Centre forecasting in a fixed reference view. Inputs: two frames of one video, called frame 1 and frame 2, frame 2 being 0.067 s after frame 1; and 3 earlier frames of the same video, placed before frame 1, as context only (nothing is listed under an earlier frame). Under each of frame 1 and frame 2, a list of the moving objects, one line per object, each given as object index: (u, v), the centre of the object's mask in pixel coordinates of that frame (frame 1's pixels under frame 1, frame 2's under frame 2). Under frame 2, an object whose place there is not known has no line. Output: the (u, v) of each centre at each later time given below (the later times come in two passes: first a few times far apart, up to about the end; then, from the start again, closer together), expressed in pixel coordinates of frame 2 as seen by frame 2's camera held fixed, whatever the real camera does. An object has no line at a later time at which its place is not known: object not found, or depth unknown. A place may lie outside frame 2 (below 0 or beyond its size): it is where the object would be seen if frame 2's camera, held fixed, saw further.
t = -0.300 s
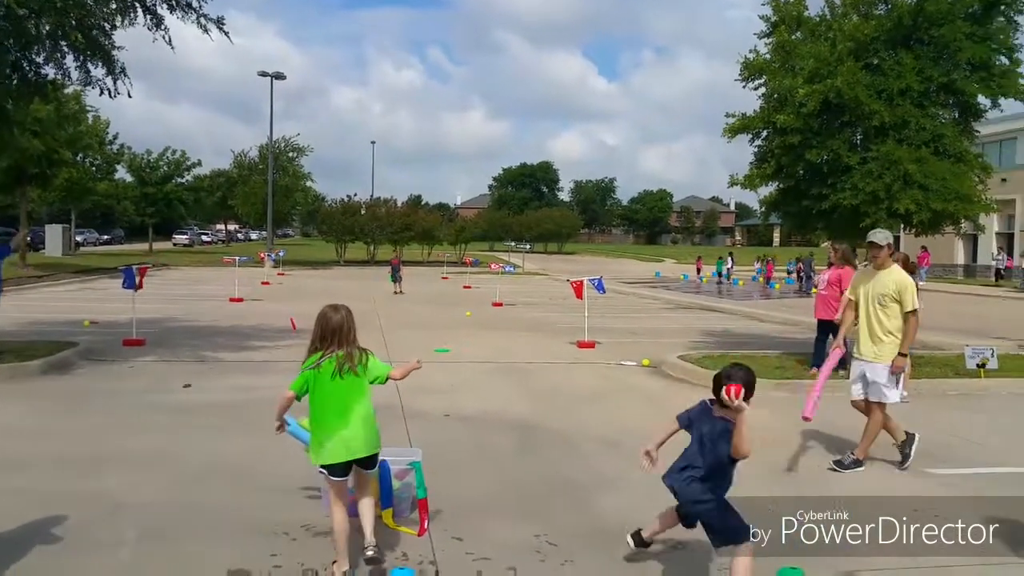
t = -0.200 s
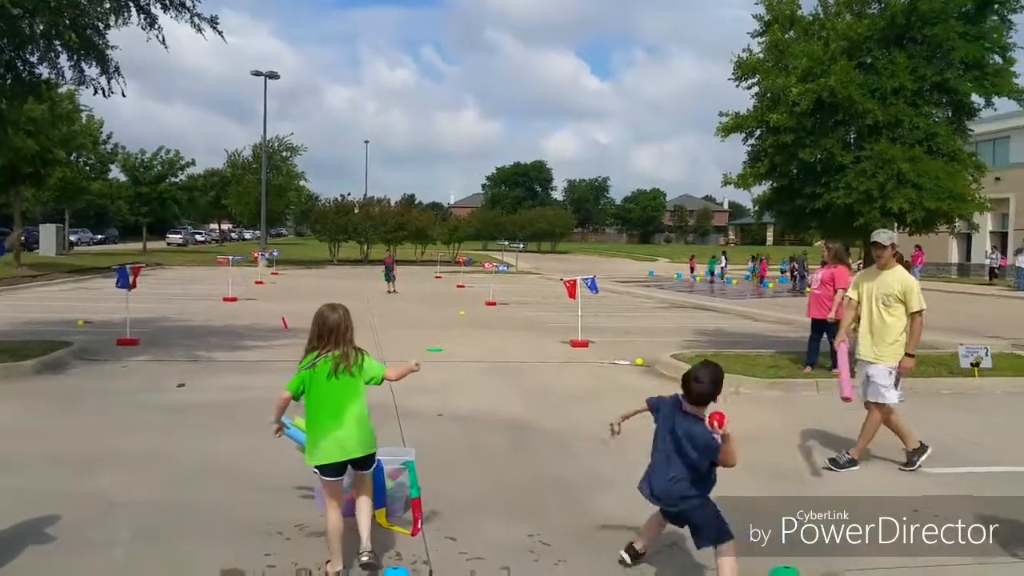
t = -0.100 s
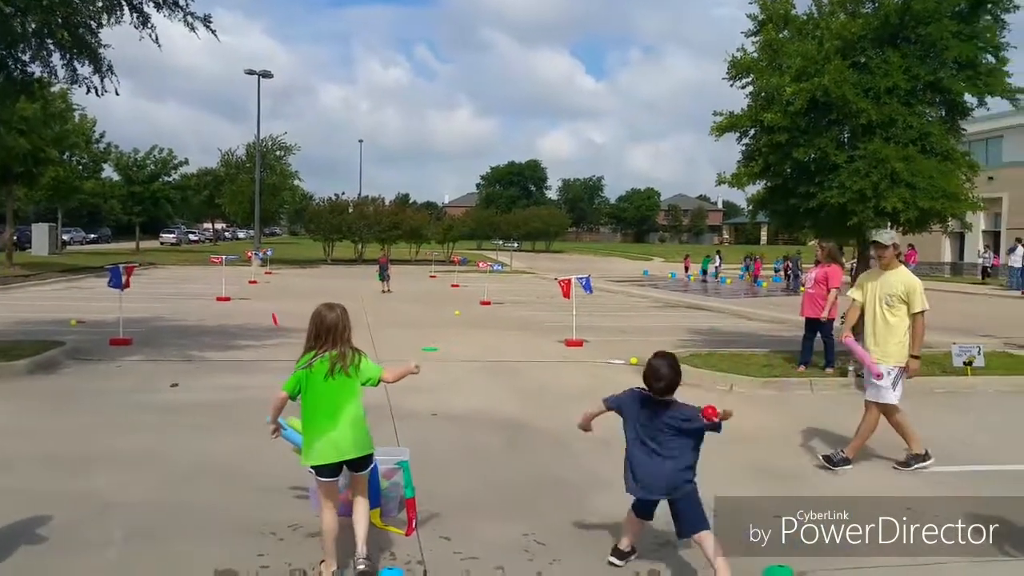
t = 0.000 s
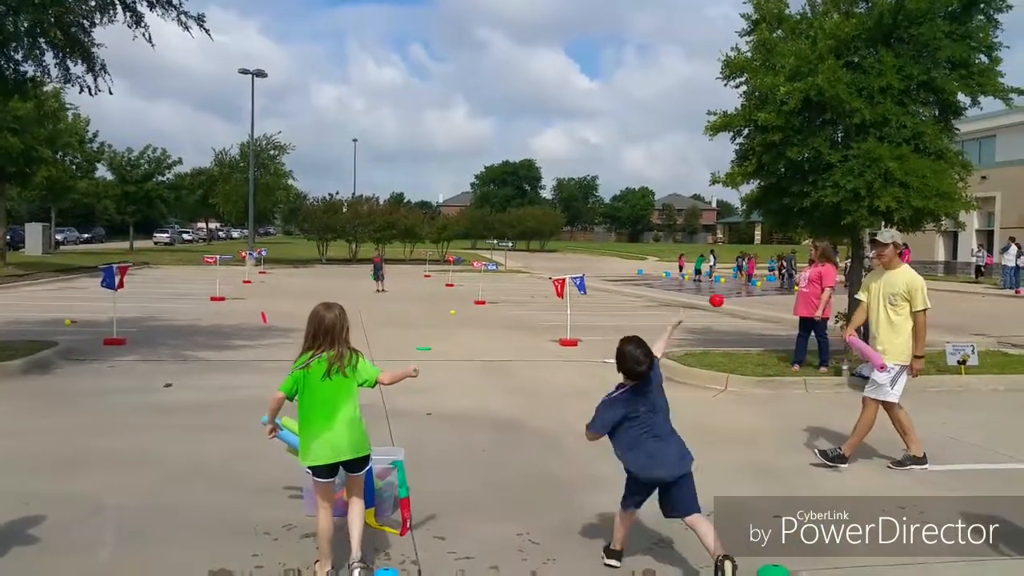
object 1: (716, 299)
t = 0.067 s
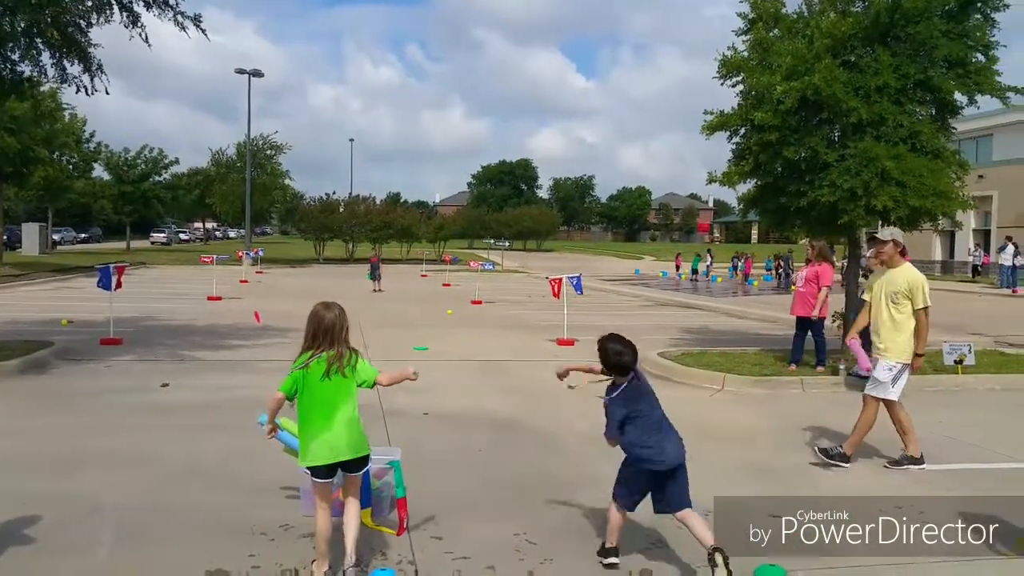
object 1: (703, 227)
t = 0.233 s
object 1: (685, 121)
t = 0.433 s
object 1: (670, 80)
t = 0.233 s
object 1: (685, 121)
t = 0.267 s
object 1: (682, 110)
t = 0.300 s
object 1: (679, 100)
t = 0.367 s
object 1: (675, 87)
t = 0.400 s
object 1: (673, 83)
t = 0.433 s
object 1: (670, 80)
